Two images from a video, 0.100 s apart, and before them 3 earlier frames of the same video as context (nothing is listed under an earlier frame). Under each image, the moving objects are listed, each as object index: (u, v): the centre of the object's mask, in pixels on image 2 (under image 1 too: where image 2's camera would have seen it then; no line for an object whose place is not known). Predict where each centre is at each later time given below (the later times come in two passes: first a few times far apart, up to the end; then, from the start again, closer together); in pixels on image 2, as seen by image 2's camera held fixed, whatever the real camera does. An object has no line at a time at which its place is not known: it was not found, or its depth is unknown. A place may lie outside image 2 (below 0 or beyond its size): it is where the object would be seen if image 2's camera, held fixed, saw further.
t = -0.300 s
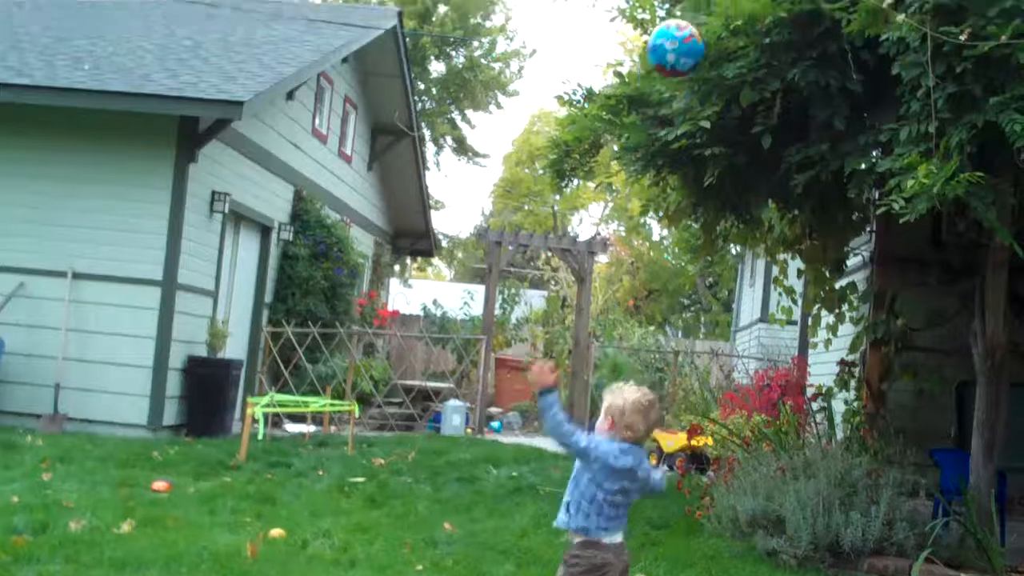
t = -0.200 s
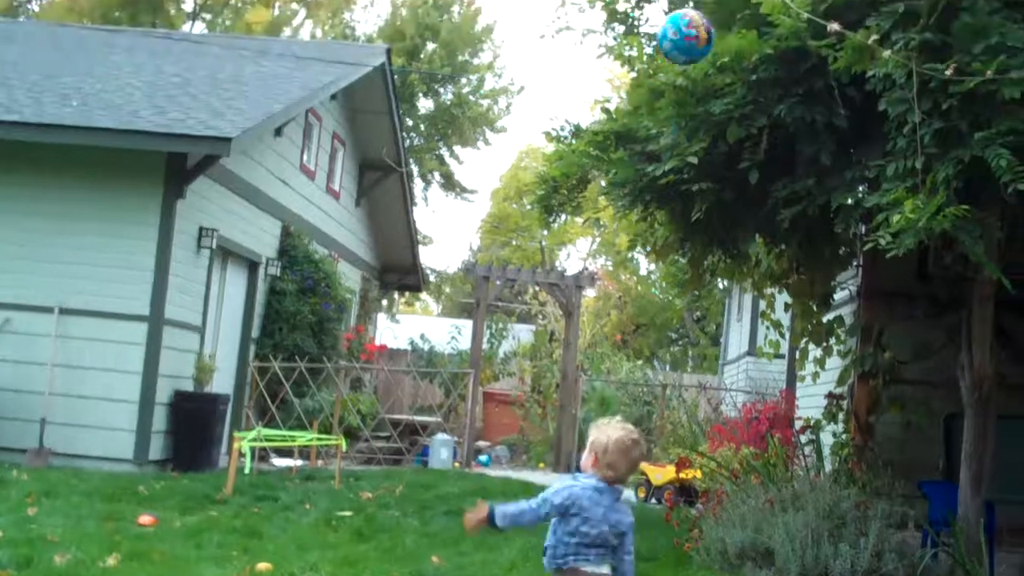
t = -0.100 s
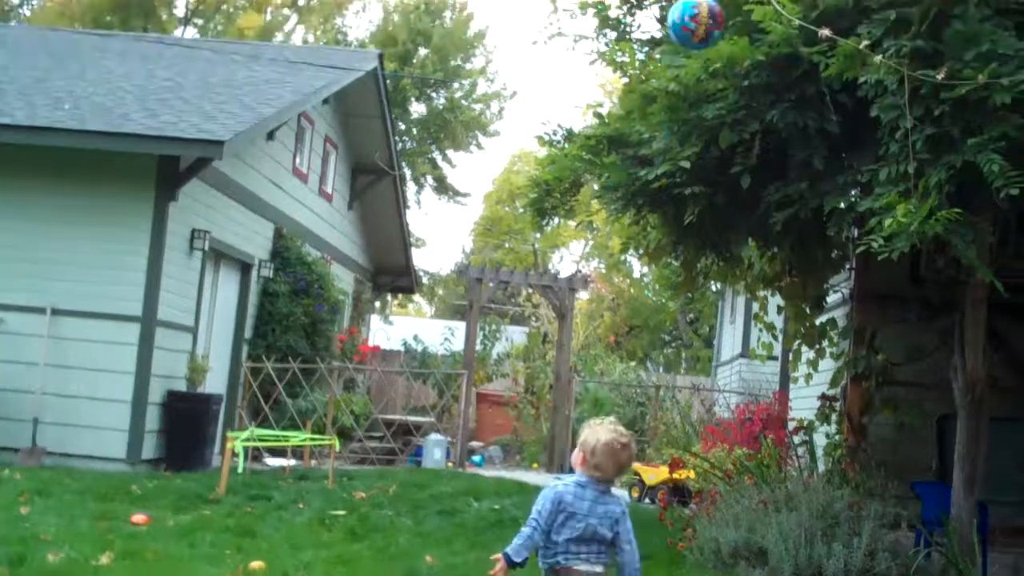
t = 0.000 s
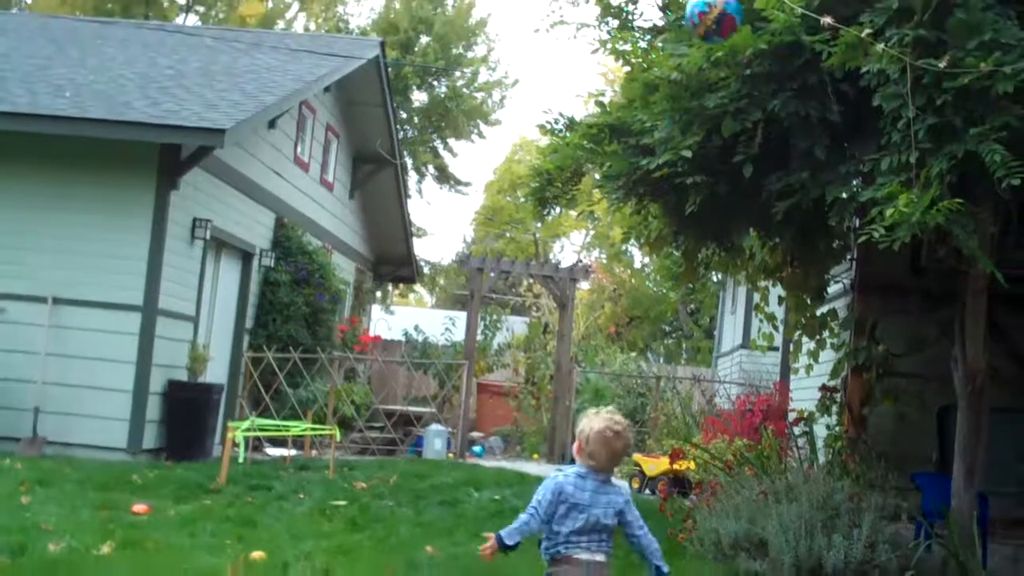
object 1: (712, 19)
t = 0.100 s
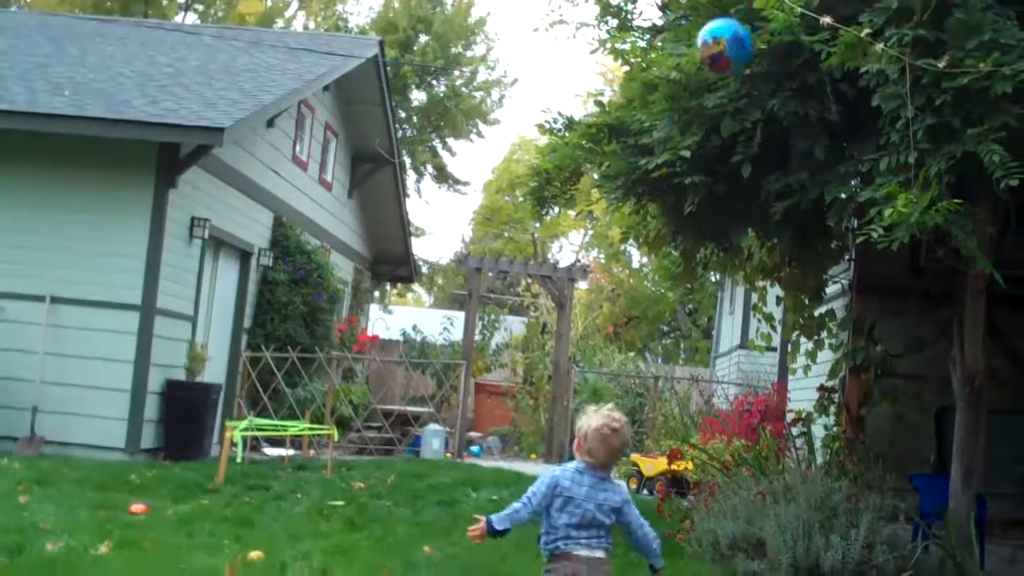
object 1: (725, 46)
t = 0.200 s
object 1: (731, 104)
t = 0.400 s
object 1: (736, 305)
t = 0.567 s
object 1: (727, 541)
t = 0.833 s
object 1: (773, 519)
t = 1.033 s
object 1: (818, 488)
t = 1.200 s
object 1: (849, 547)
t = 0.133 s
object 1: (726, 61)
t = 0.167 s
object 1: (728, 79)
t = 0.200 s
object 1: (731, 104)
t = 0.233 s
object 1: (733, 131)
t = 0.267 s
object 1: (733, 159)
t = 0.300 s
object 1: (735, 190)
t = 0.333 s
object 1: (735, 226)
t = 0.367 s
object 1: (735, 266)
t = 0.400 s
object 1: (736, 305)
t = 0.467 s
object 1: (734, 392)
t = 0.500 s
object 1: (732, 438)
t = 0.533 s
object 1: (730, 486)
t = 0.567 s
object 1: (727, 541)
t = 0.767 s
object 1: (755, 552)
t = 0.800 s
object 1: (764, 534)
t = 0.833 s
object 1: (773, 519)
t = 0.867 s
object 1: (781, 506)
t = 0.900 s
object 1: (789, 497)
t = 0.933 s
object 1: (797, 490)
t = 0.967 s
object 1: (804, 486)
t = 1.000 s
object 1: (812, 485)
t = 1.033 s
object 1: (818, 488)
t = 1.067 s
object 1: (825, 493)
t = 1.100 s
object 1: (831, 501)
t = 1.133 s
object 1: (837, 513)
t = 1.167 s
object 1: (843, 528)
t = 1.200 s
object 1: (849, 547)
